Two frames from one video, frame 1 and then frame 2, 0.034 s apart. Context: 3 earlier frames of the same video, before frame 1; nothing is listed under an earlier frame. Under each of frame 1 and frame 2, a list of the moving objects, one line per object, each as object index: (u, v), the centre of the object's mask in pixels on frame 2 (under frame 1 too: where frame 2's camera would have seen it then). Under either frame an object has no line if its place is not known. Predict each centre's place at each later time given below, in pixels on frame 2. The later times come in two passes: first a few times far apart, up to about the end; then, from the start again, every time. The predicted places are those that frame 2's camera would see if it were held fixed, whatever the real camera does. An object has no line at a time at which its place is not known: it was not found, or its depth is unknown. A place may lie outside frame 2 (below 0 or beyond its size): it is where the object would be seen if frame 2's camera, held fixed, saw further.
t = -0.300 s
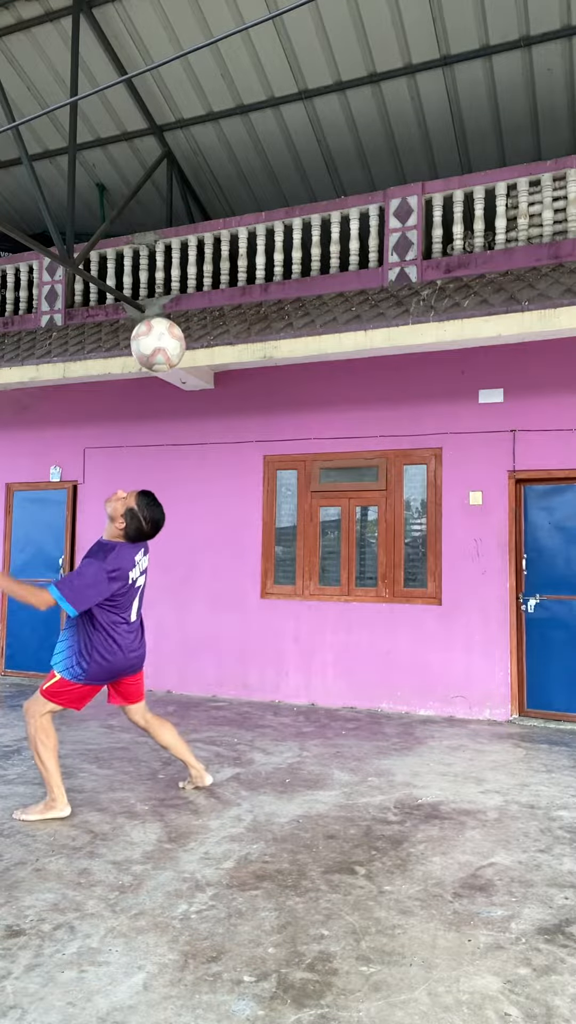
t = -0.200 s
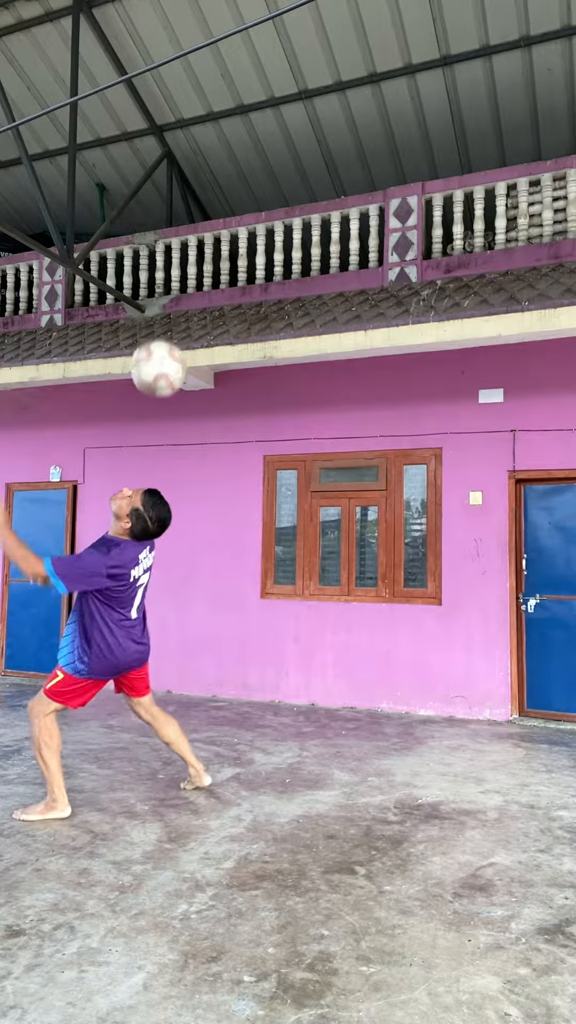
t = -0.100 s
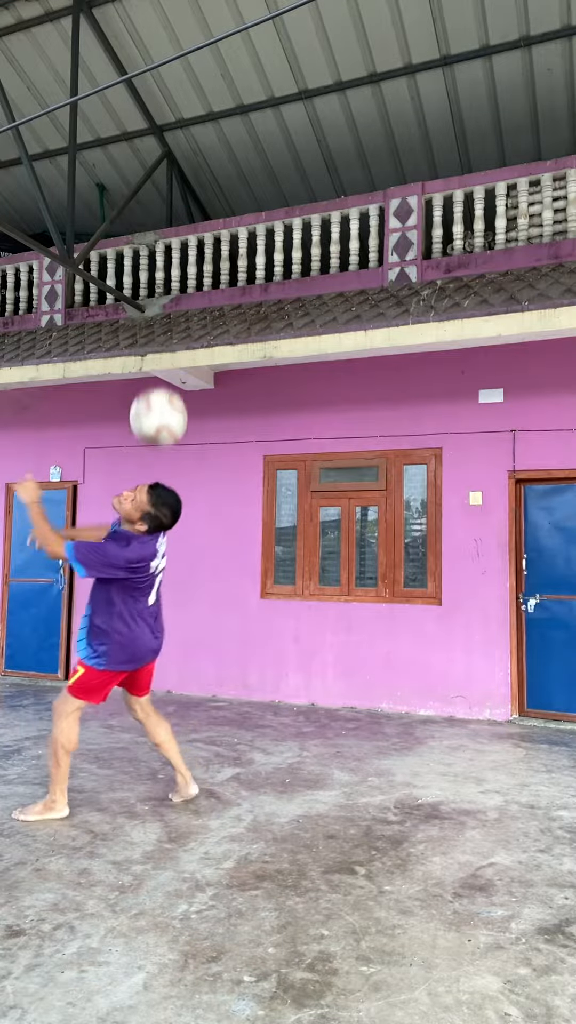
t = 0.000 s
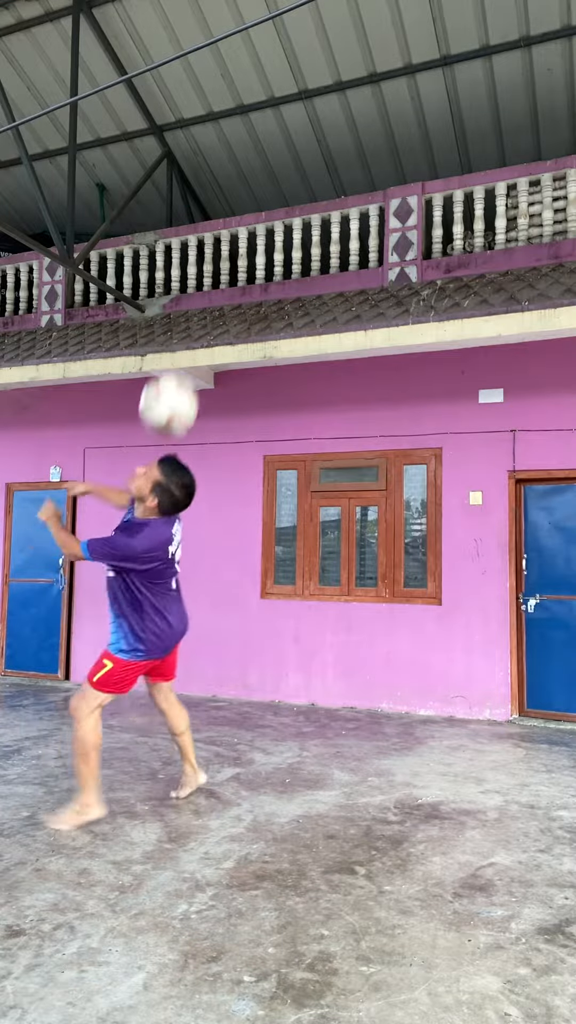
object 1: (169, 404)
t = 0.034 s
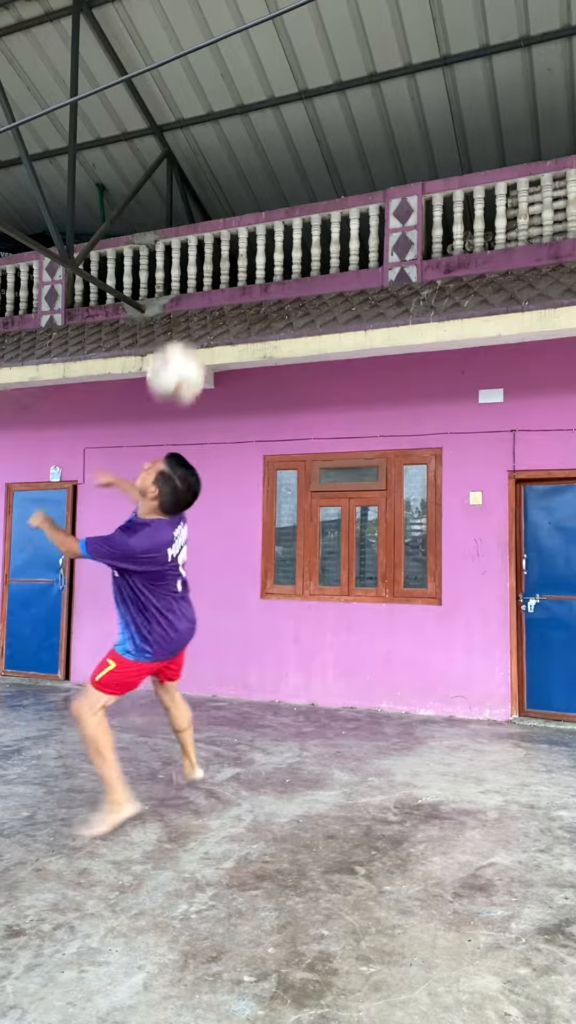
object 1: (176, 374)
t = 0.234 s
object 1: (219, 241)
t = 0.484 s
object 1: (272, 214)
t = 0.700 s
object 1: (317, 317)
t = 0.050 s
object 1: (180, 358)
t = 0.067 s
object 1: (184, 344)
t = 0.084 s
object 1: (187, 329)
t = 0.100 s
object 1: (190, 319)
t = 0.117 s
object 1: (194, 308)
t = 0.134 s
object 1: (198, 295)
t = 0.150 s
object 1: (201, 285)
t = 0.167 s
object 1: (205, 275)
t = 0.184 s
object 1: (208, 265)
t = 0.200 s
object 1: (211, 258)
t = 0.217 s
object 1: (214, 248)
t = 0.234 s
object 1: (219, 241)
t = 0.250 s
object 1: (223, 234)
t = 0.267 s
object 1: (226, 228)
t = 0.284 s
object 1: (230, 223)
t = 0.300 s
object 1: (234, 218)
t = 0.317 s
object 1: (237, 214)
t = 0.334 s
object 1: (241, 211)
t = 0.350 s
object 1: (244, 209)
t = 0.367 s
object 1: (248, 207)
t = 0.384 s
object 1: (251, 205)
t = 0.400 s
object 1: (255, 205)
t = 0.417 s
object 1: (258, 205)
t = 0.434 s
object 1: (262, 206)
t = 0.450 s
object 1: (265, 208)
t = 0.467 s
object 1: (269, 210)
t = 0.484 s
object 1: (272, 214)
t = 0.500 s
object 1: (276, 218)
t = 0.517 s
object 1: (279, 222)
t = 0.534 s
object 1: (283, 227)
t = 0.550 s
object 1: (286, 233)
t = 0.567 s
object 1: (290, 240)
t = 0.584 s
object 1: (294, 248)
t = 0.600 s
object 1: (297, 256)
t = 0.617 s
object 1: (300, 266)
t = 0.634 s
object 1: (304, 276)
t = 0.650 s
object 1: (307, 286)
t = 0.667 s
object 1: (311, 297)
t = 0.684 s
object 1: (314, 308)
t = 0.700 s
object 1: (317, 317)
